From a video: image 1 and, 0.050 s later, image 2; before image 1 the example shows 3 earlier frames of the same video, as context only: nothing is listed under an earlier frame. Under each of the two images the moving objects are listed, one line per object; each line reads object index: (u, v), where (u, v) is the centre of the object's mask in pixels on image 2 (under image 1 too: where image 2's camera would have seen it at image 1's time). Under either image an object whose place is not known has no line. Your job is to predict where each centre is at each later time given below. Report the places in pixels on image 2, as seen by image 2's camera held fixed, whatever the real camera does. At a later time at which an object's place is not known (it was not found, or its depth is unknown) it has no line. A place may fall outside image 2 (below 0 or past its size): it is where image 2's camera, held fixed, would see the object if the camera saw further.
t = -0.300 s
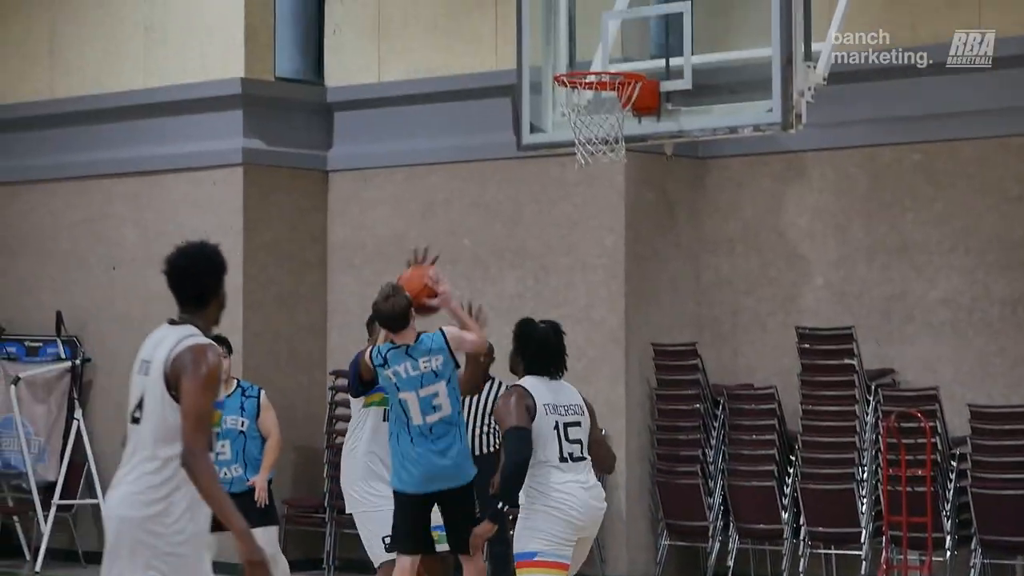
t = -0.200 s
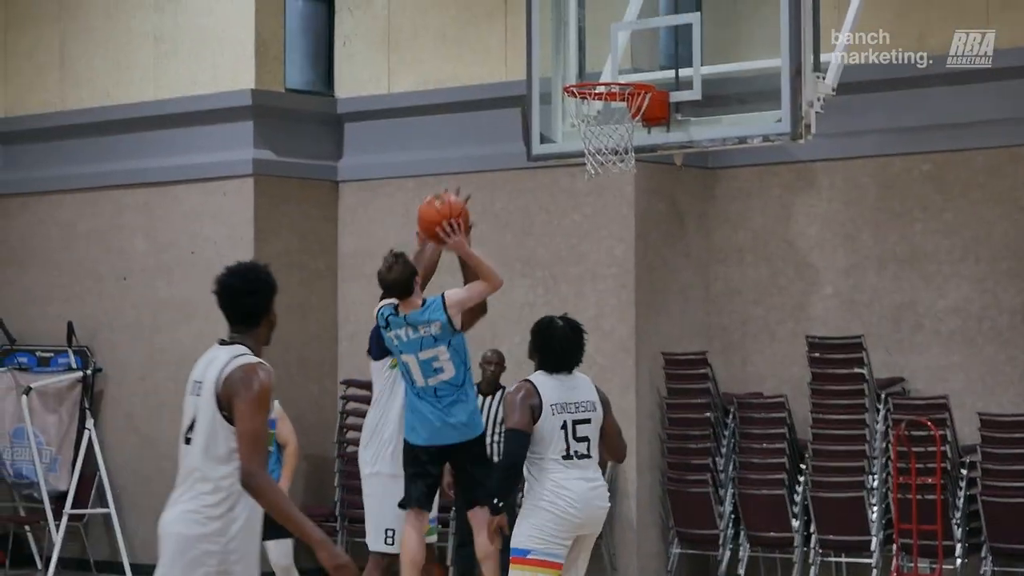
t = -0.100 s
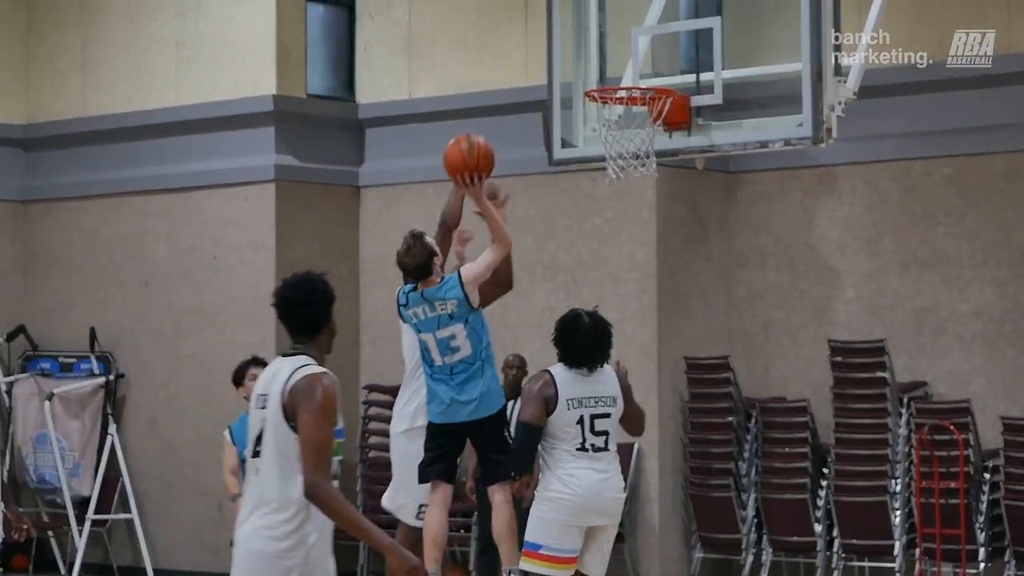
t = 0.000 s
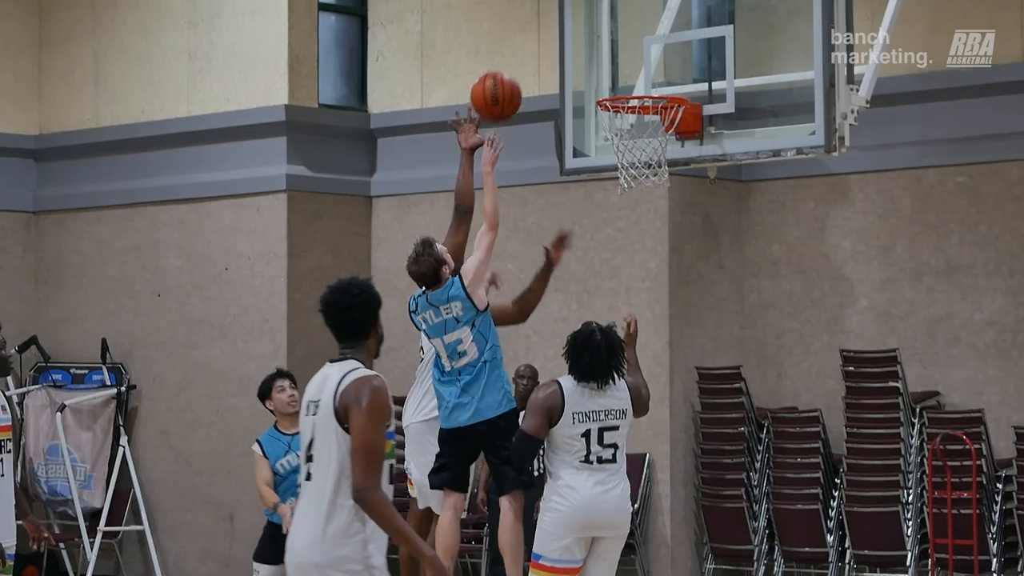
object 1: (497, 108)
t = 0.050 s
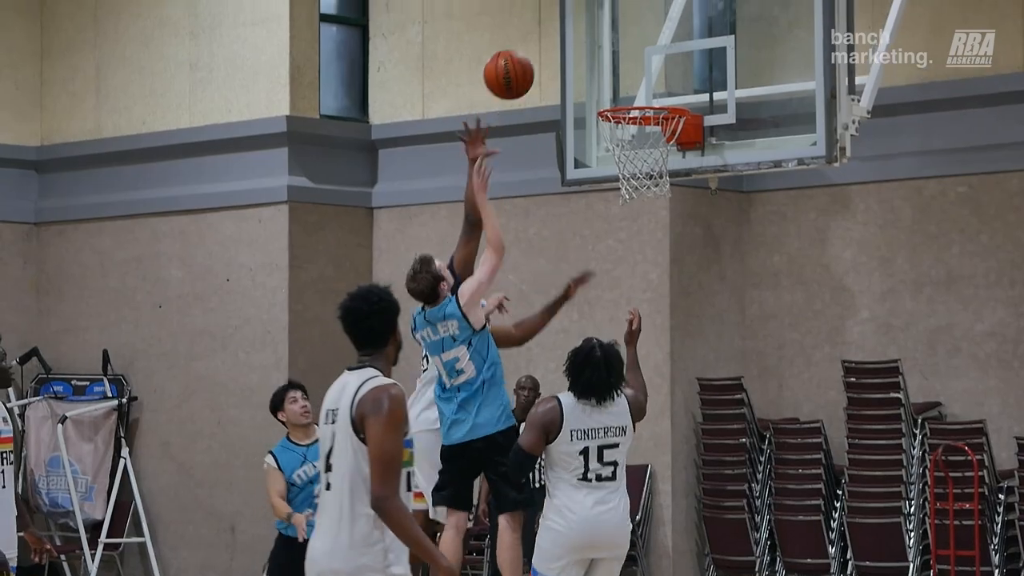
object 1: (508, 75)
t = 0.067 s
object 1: (513, 65)
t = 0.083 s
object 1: (516, 56)
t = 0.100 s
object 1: (520, 48)
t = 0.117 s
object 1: (524, 40)
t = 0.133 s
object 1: (528, 33)
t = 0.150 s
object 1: (532, 26)
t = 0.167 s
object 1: (536, 20)
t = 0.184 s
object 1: (539, 14)
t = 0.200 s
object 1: (543, 10)
